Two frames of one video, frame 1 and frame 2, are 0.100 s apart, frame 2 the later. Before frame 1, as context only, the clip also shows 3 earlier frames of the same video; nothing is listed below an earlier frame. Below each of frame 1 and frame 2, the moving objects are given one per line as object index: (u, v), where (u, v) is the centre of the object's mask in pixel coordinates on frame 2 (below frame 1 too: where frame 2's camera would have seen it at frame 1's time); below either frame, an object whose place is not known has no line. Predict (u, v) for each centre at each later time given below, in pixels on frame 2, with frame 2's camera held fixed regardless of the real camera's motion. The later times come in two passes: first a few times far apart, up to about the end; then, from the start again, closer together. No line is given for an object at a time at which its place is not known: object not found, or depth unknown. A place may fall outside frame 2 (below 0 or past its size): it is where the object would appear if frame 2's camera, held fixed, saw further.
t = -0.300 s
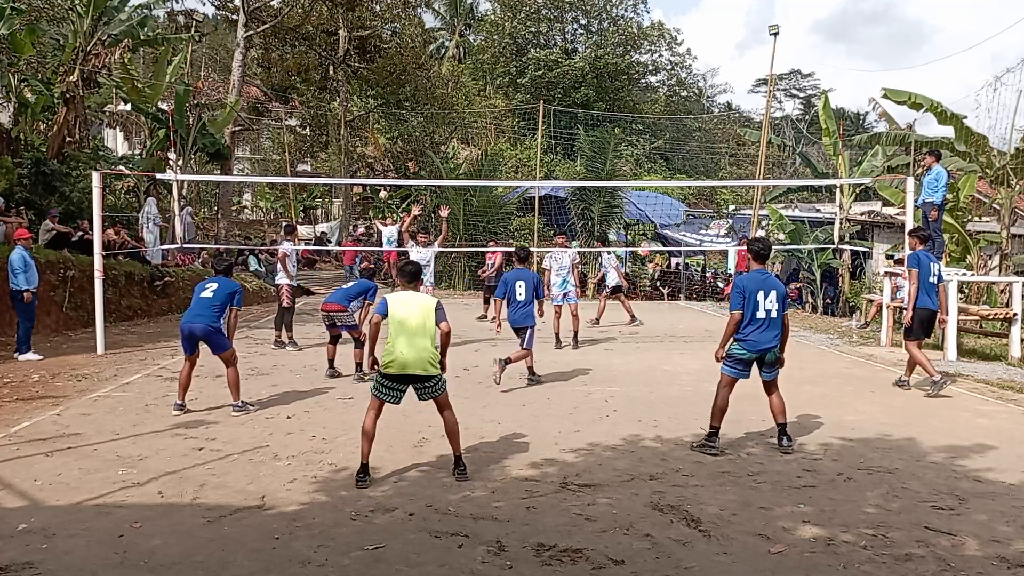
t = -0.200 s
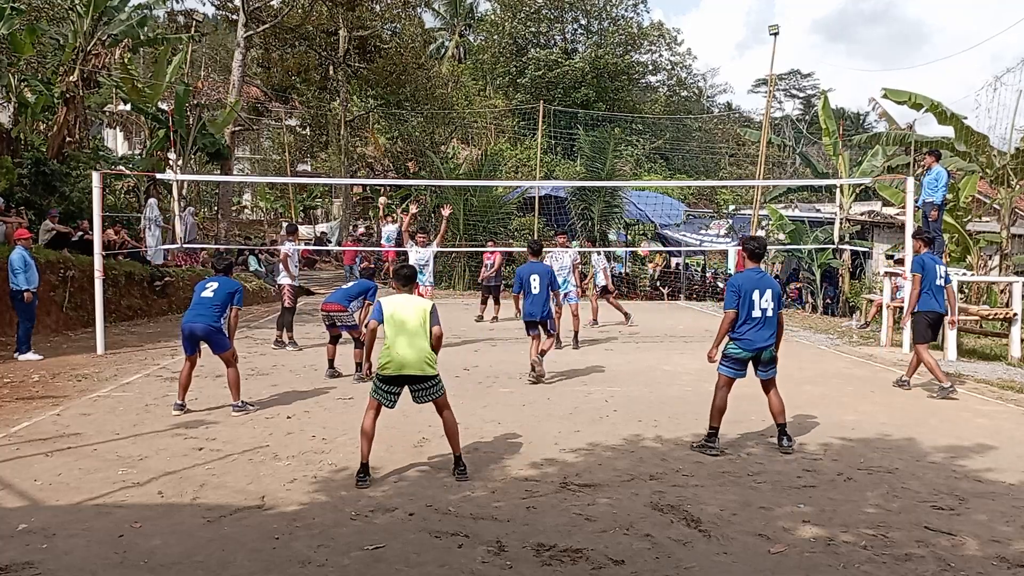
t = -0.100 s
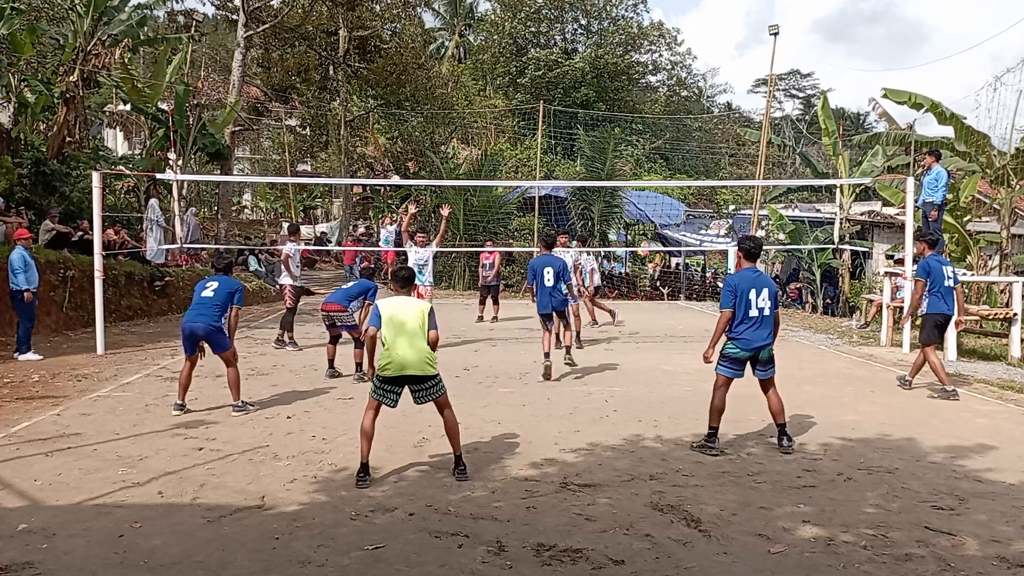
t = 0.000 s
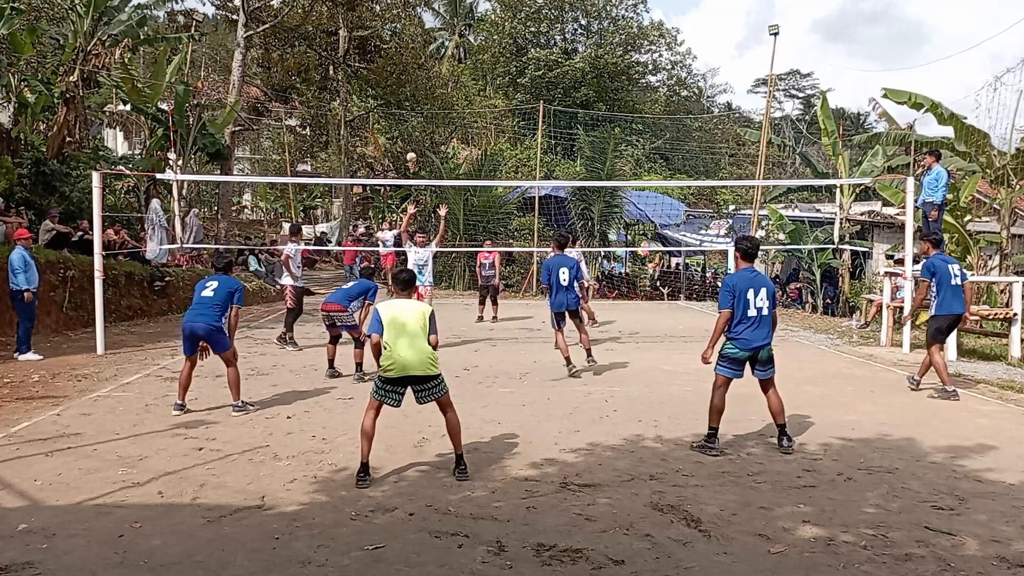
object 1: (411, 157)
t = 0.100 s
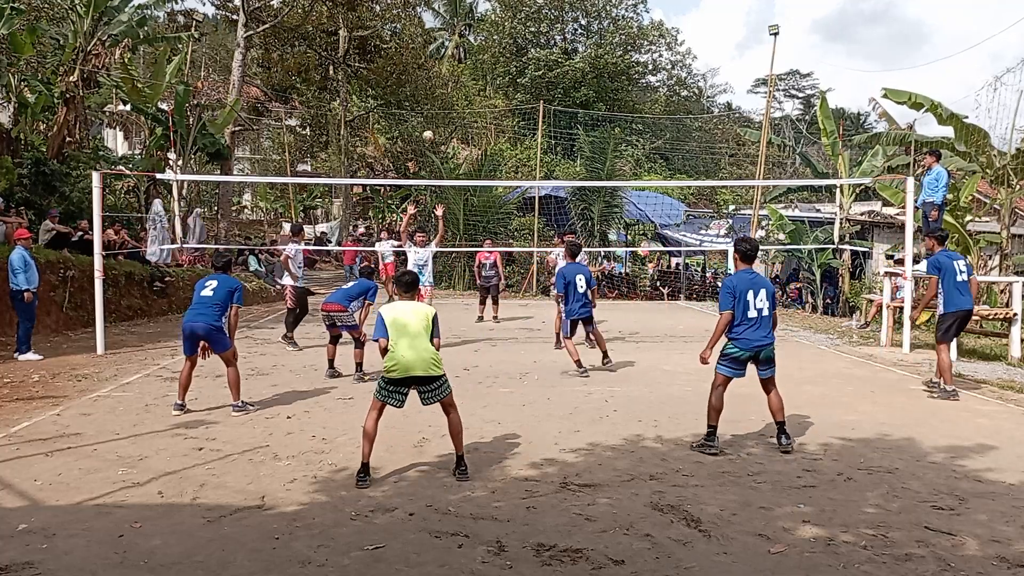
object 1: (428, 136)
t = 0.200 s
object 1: (446, 115)
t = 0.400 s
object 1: (490, 86)
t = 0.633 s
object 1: (557, 76)
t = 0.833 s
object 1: (636, 96)
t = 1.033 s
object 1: (745, 160)
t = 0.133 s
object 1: (434, 129)
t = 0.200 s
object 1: (446, 115)
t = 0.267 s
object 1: (459, 104)
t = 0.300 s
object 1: (466, 98)
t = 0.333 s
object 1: (474, 93)
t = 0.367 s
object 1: (482, 88)
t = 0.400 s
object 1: (490, 86)
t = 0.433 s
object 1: (498, 82)
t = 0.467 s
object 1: (508, 79)
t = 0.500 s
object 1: (517, 77)
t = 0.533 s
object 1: (526, 76)
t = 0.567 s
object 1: (536, 75)
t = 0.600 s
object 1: (546, 75)
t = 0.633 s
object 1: (557, 76)
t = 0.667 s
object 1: (568, 77)
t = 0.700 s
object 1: (580, 78)
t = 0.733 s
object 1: (593, 82)
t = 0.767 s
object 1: (607, 86)
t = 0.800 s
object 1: (621, 91)
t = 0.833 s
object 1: (636, 96)
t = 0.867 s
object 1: (651, 104)
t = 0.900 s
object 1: (668, 112)
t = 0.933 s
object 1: (685, 121)
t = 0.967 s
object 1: (705, 133)
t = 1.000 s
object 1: (724, 145)
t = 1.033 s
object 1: (745, 160)
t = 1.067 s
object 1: (768, 178)
